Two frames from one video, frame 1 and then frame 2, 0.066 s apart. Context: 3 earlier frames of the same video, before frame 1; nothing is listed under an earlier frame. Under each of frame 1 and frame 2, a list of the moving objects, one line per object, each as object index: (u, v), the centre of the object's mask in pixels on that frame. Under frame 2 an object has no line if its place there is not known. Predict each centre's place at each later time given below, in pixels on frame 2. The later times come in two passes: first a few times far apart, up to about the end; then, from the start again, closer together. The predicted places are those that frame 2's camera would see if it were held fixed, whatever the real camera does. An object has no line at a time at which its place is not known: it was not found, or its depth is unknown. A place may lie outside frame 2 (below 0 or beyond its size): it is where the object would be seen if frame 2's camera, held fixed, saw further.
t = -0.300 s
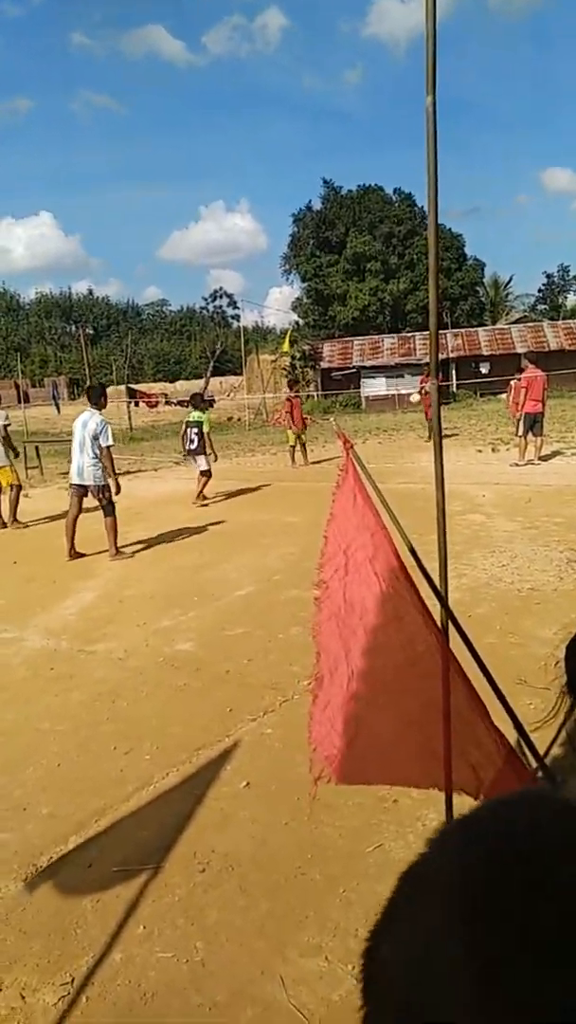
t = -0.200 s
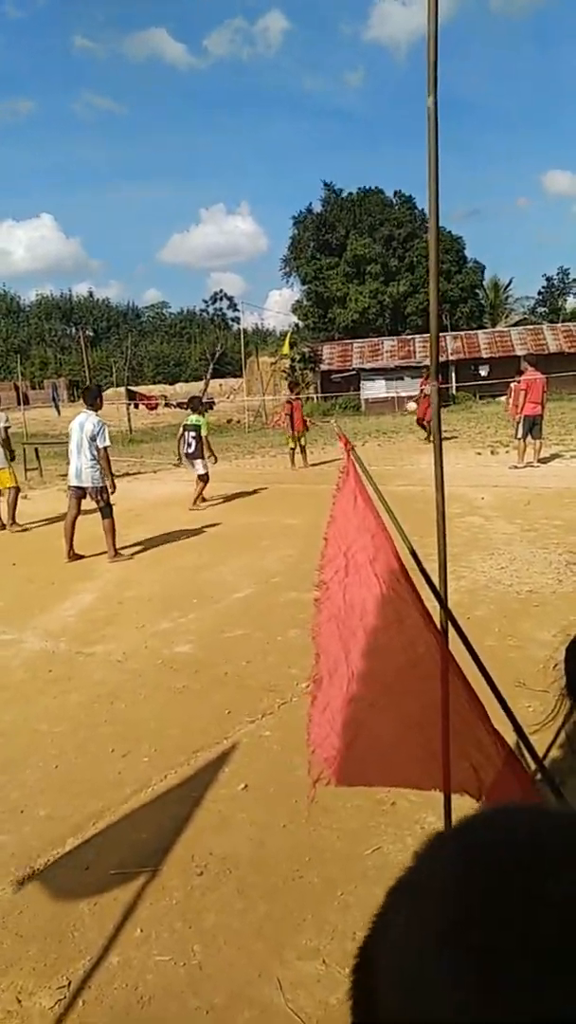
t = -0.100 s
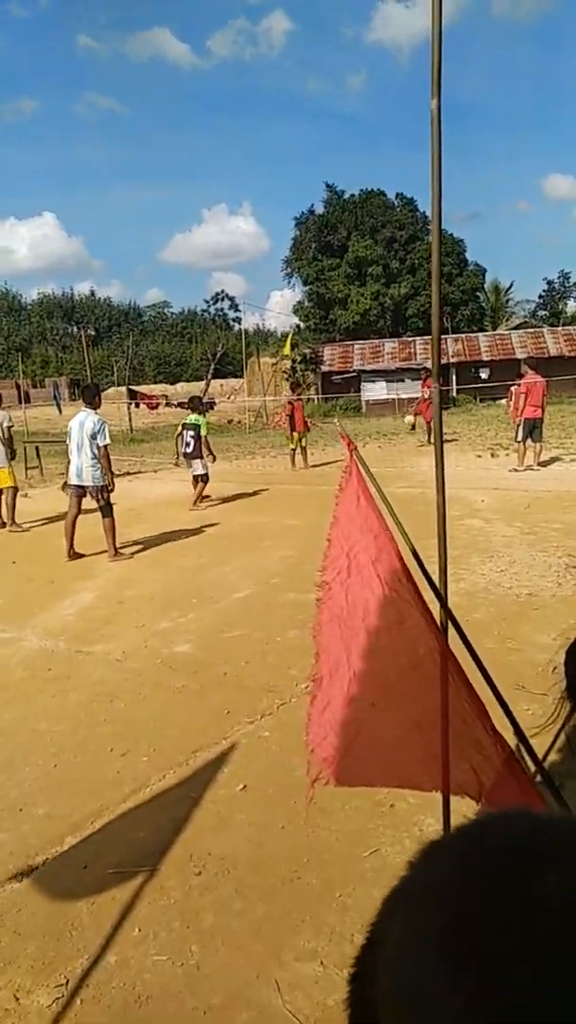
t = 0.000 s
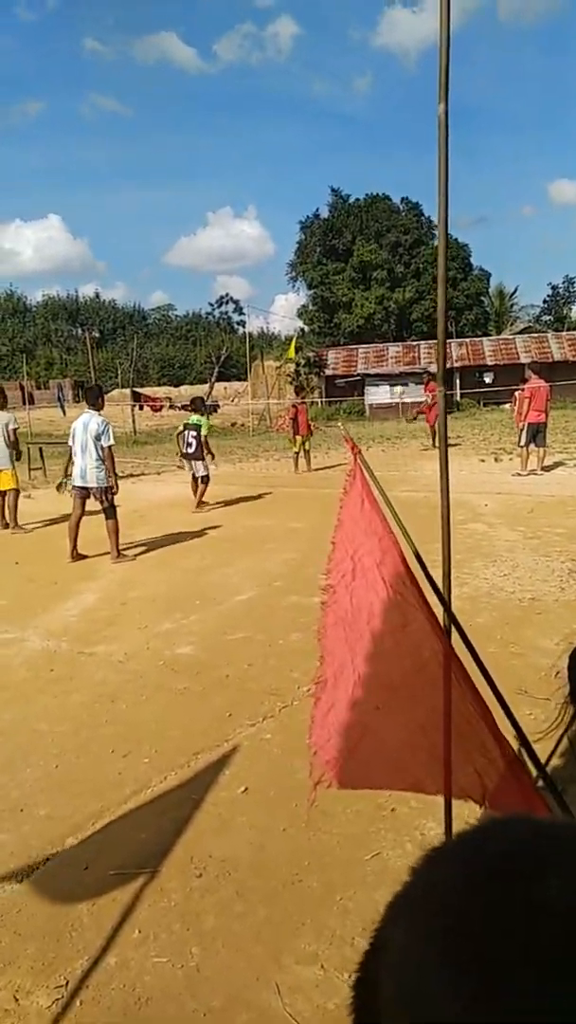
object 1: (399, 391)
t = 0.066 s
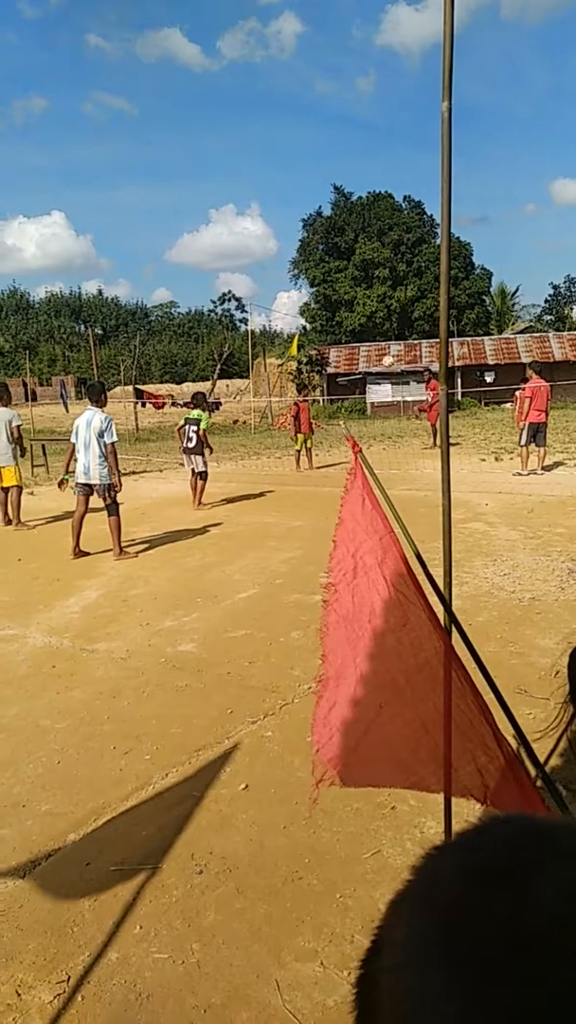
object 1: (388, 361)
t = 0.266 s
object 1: (346, 281)
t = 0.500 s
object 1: (287, 207)
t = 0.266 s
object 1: (346, 281)
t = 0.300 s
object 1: (338, 269)
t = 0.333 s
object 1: (330, 258)
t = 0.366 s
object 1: (322, 247)
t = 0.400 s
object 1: (313, 237)
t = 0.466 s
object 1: (296, 216)
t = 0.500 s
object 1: (287, 207)
